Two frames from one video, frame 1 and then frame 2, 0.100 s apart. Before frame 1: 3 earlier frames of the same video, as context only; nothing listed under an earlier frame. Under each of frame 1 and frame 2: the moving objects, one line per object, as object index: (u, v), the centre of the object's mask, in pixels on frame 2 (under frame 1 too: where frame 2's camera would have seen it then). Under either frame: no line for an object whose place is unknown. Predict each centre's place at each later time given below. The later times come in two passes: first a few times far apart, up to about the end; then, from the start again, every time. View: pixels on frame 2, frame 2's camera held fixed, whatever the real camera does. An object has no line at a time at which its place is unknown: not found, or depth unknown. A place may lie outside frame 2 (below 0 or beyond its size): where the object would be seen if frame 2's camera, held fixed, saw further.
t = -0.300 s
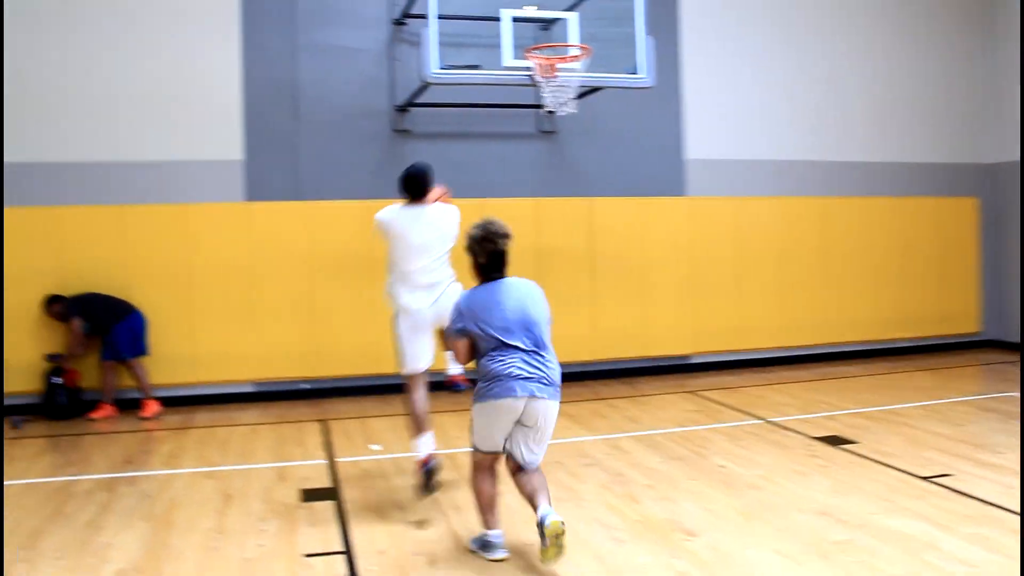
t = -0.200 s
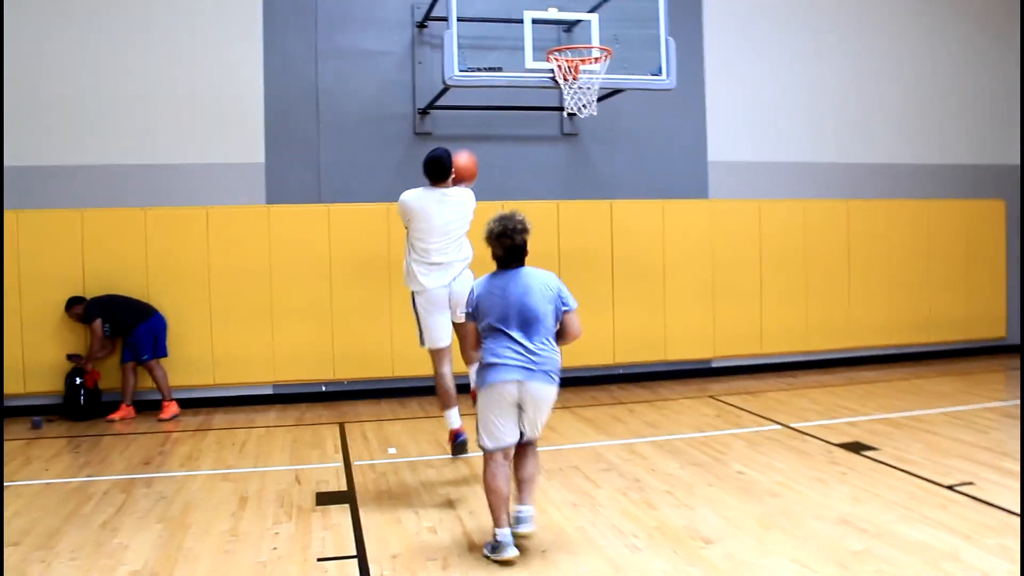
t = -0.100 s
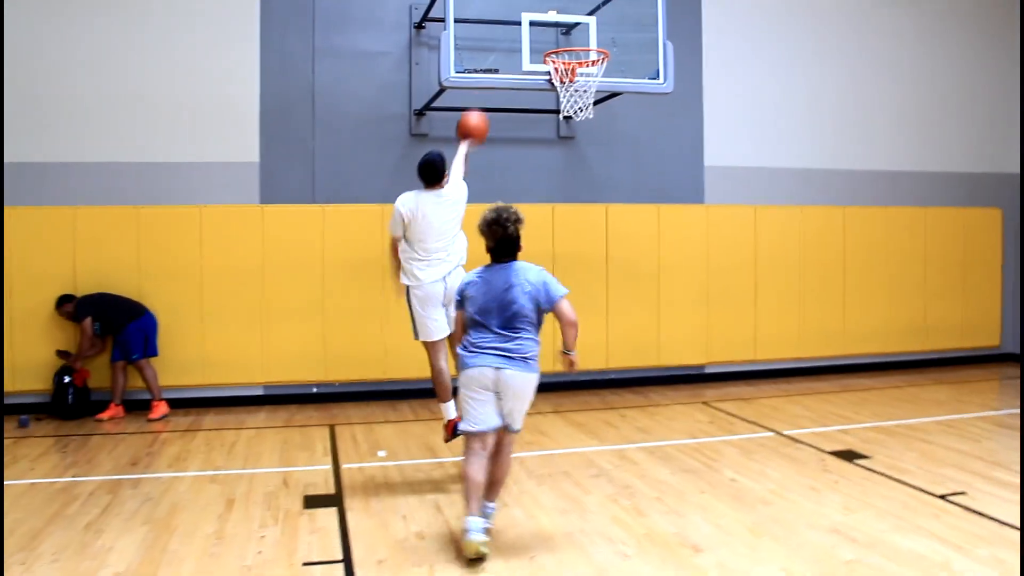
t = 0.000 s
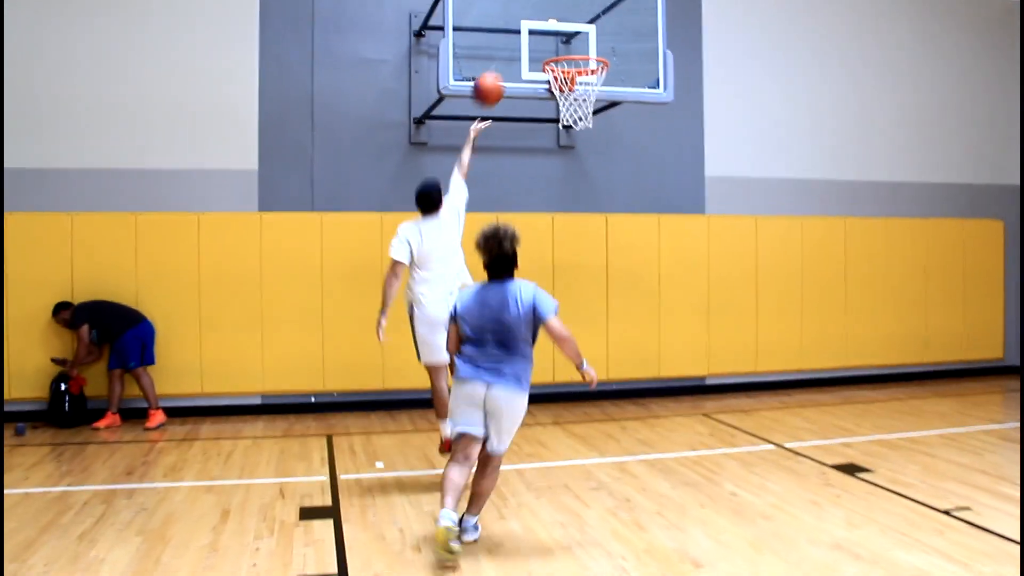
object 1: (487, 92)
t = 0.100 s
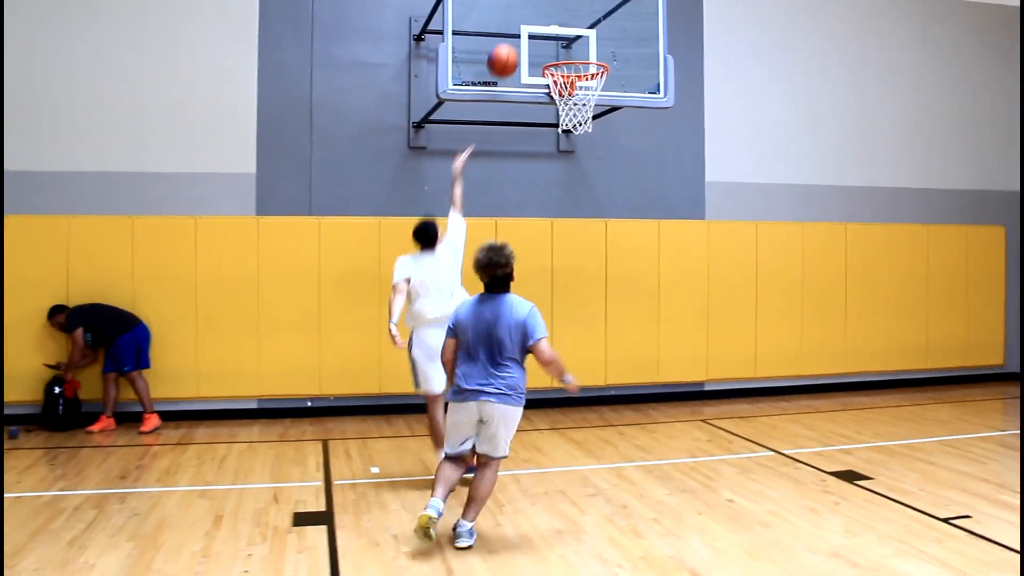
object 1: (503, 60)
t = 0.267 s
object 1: (523, 35)
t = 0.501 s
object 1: (554, 50)
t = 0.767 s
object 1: (593, 90)
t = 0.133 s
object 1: (507, 53)
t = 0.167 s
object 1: (511, 48)
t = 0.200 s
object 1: (516, 43)
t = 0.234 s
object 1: (520, 40)
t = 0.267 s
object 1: (523, 35)
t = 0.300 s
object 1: (528, 32)
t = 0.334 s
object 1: (533, 31)
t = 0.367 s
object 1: (538, 32)
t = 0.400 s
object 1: (543, 34)
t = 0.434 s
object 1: (547, 39)
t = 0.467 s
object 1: (550, 45)
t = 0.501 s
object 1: (554, 50)
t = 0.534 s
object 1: (558, 54)
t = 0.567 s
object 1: (564, 55)
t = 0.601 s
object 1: (570, 66)
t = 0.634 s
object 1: (579, 71)
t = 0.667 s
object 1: (586, 76)
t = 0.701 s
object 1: (590, 81)
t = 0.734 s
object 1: (593, 85)
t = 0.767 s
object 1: (593, 90)
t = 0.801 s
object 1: (592, 94)
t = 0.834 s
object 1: (590, 98)
